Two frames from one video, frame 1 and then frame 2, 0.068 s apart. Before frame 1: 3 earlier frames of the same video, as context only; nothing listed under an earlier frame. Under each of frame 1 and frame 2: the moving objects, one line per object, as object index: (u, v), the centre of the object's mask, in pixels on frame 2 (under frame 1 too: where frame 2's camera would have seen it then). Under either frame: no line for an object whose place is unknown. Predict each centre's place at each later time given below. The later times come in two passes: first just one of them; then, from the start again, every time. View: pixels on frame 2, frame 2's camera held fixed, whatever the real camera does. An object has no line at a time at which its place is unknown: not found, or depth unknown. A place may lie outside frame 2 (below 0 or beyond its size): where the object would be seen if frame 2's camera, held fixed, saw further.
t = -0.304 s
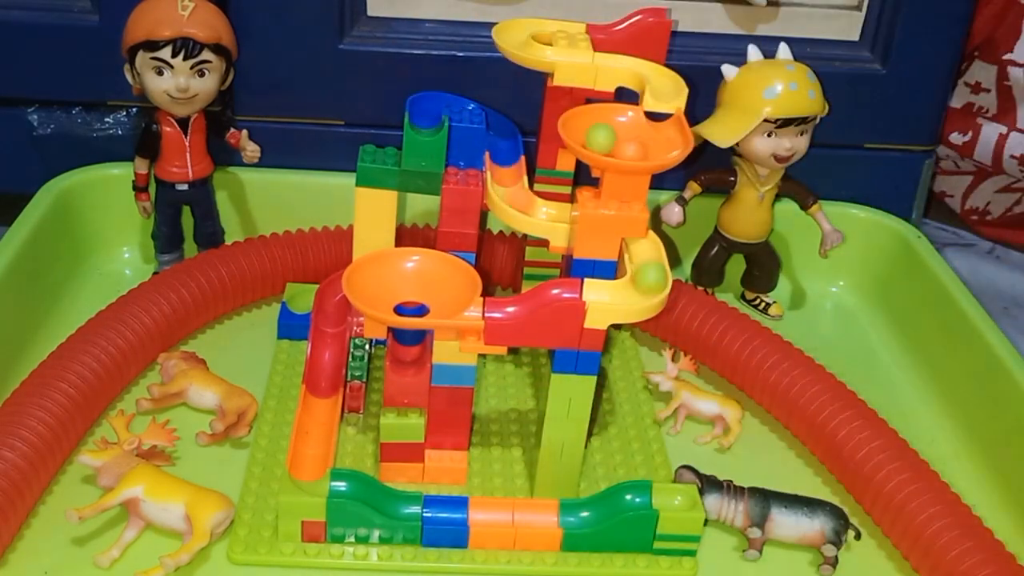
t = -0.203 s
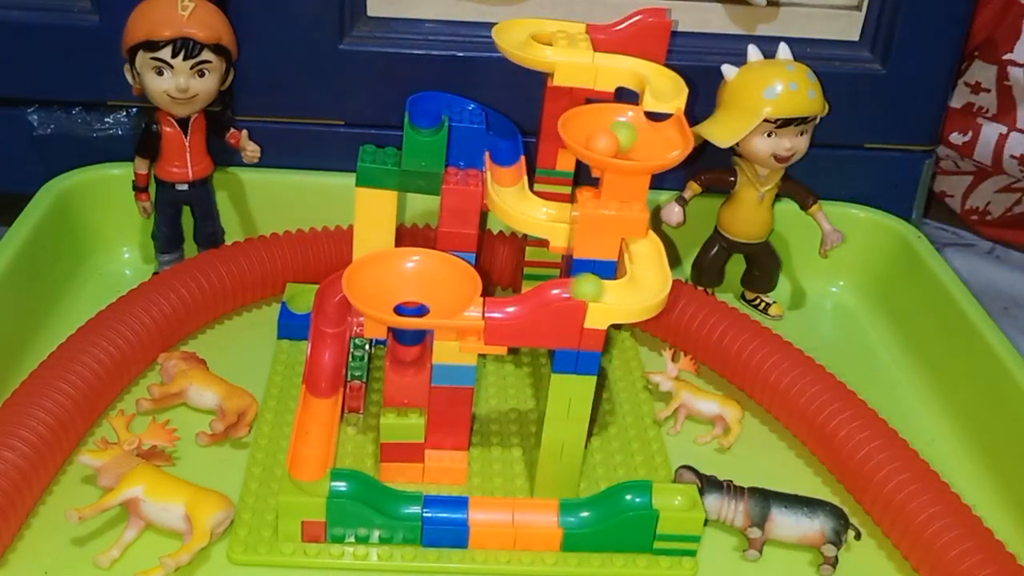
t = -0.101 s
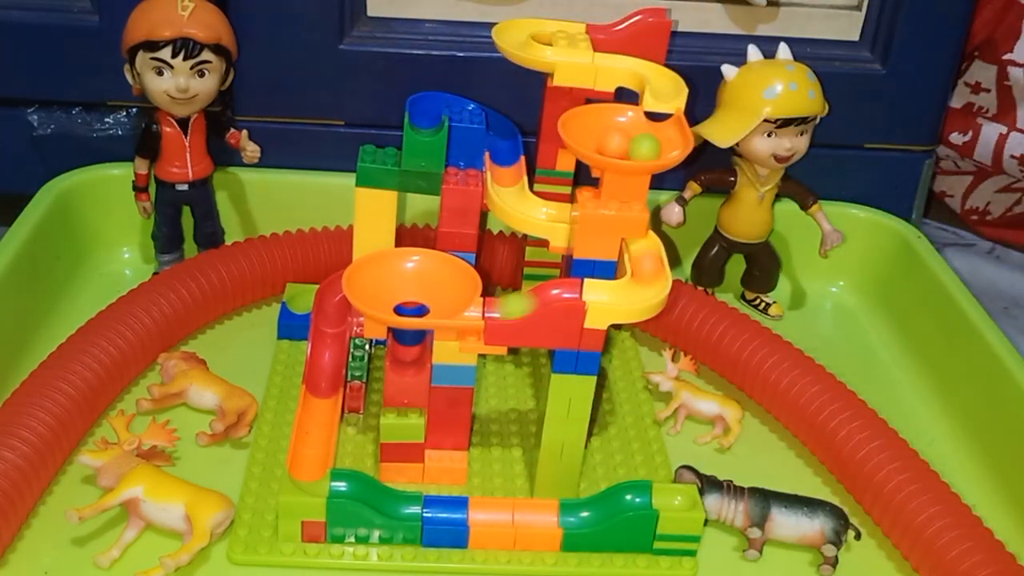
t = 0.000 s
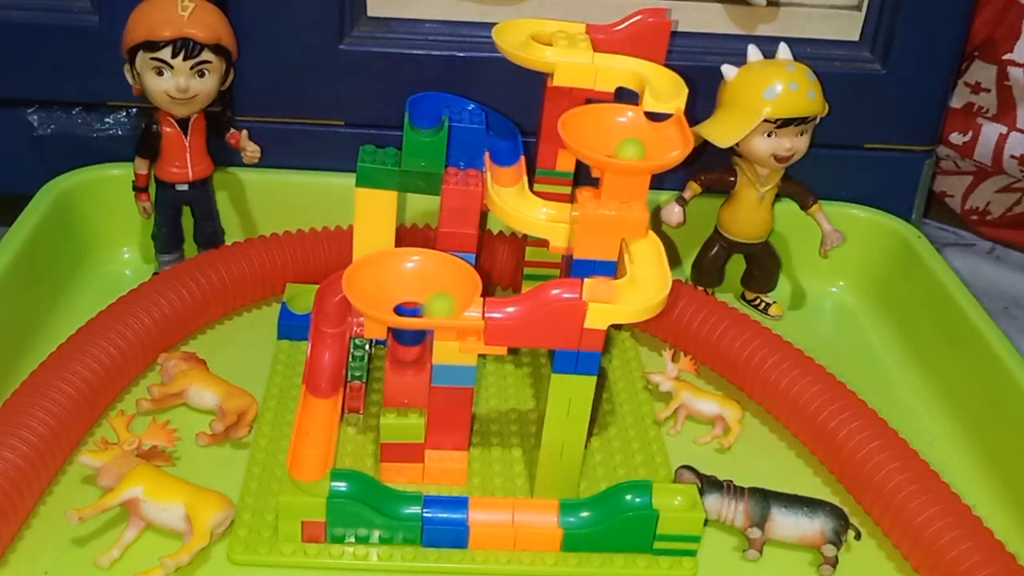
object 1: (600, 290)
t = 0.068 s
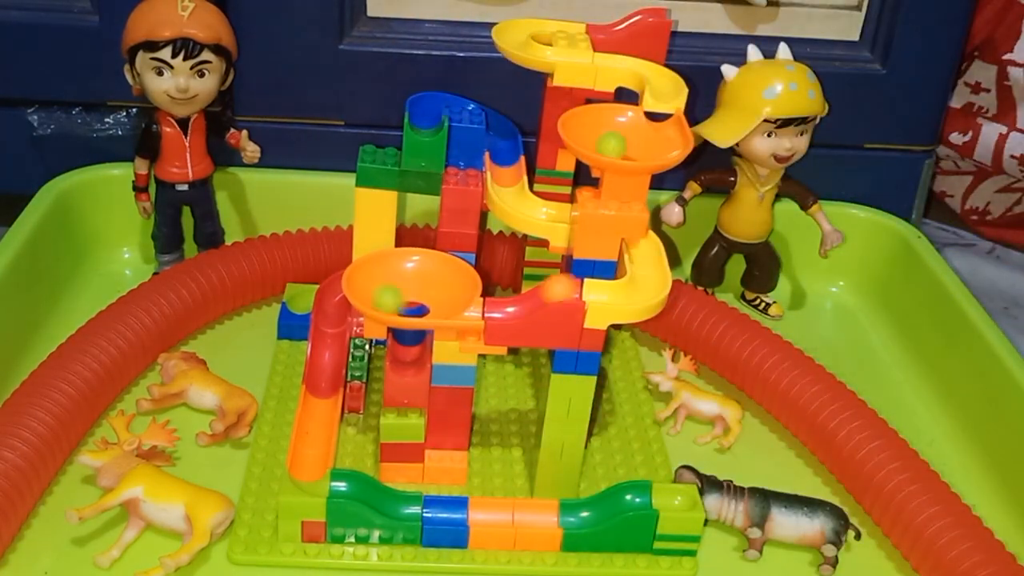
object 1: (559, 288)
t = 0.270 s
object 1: (382, 296)
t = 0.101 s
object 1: (533, 297)
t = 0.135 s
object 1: (496, 307)
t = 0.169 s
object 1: (470, 307)
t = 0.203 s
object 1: (443, 309)
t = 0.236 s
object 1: (413, 306)
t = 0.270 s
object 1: (382, 296)
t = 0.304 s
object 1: (367, 278)
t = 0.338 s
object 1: (371, 269)
